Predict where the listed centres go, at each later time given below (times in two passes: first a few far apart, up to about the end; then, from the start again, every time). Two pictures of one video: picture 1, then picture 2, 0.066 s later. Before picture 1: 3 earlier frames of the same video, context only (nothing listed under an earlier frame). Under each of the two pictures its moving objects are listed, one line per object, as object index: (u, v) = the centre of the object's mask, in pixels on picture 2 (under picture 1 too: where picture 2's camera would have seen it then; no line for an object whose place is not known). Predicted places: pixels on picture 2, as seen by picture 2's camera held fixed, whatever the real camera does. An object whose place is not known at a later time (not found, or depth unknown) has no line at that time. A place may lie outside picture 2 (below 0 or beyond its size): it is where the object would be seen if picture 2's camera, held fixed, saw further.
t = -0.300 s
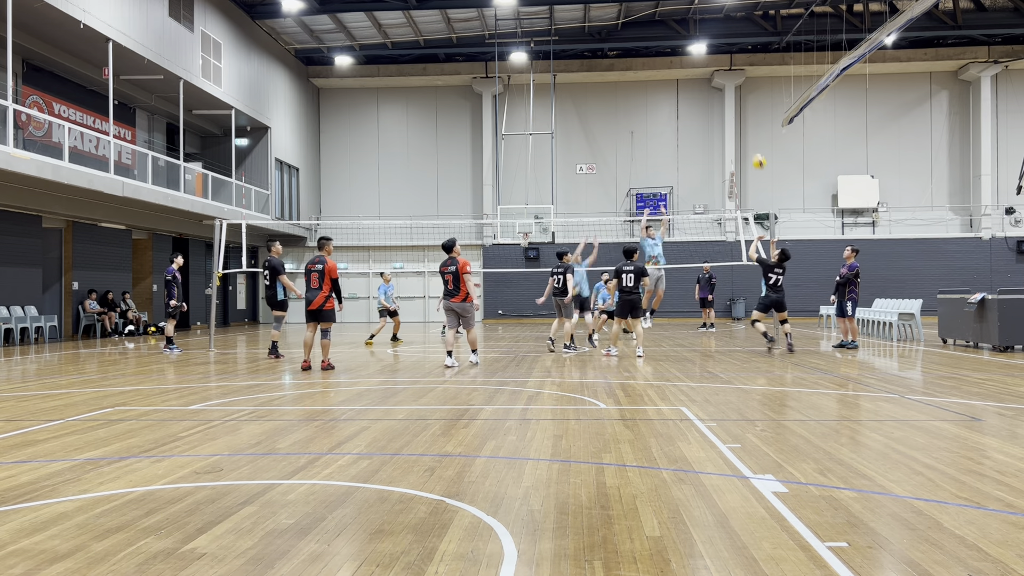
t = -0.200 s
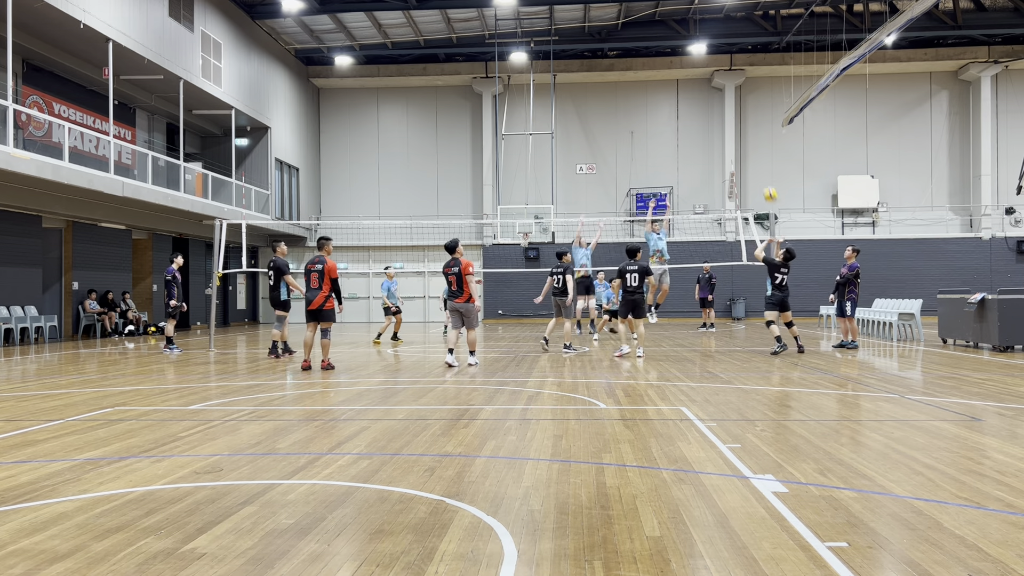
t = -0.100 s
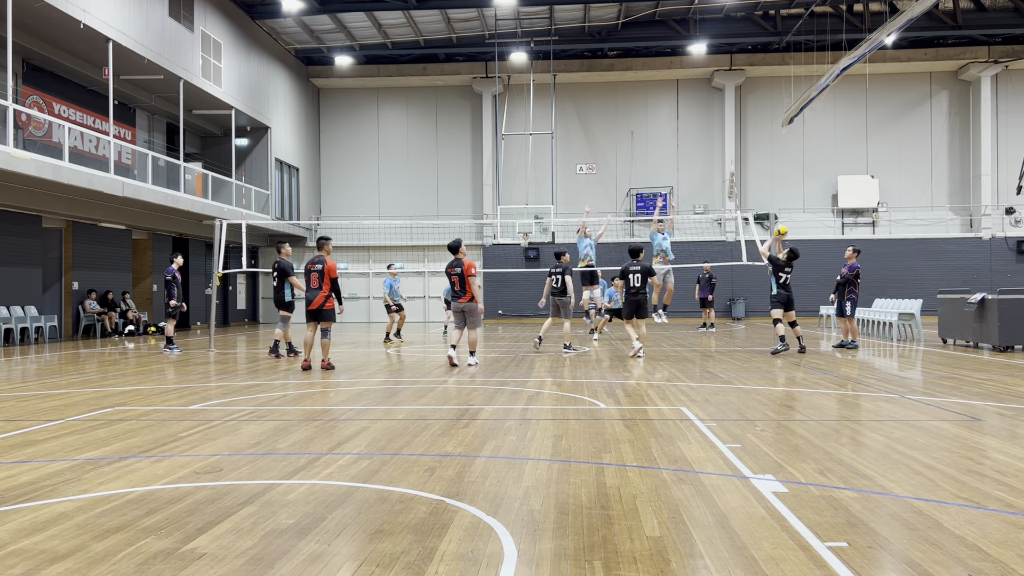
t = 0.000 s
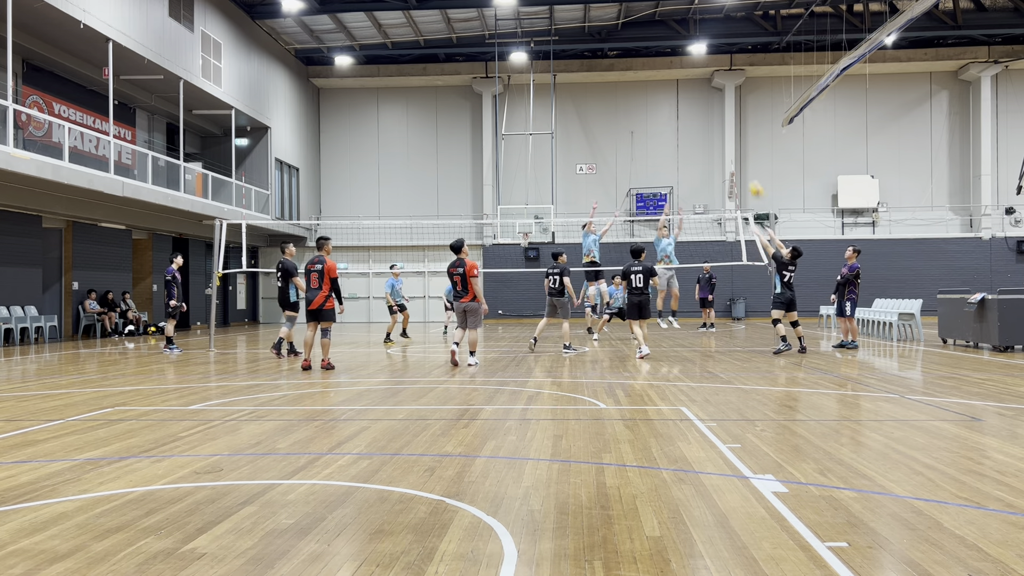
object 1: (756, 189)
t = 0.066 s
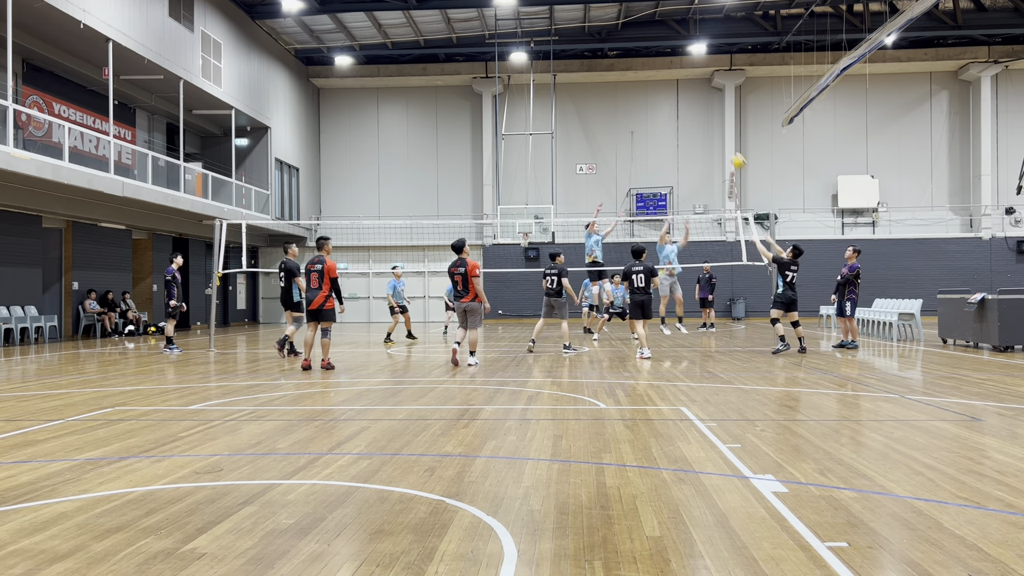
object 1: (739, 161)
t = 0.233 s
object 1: (698, 107)
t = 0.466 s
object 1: (648, 61)
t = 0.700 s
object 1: (604, 48)
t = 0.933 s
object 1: (564, 63)
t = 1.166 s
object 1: (526, 104)
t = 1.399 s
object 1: (493, 167)
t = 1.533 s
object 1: (475, 213)
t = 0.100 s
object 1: (730, 148)
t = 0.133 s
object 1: (722, 137)
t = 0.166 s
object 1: (714, 126)
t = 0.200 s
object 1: (706, 116)
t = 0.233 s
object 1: (698, 107)
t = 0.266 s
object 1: (690, 98)
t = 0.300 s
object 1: (683, 89)
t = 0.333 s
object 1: (675, 82)
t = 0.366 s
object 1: (669, 76)
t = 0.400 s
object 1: (662, 70)
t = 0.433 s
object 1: (655, 65)
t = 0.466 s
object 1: (648, 61)
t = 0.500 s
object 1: (642, 57)
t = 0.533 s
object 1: (635, 53)
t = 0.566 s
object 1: (629, 51)
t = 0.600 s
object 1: (623, 49)
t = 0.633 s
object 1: (616, 48)
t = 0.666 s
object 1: (610, 48)
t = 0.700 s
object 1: (604, 48)
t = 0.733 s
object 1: (598, 48)
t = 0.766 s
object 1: (592, 49)
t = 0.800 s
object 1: (586, 51)
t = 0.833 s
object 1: (580, 53)
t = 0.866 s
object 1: (575, 55)
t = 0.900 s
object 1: (569, 59)
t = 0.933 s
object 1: (564, 63)
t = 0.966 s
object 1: (558, 67)
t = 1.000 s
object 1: (553, 72)
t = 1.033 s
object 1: (548, 78)
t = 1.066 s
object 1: (542, 84)
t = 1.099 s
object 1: (537, 90)
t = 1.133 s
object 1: (532, 96)
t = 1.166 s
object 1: (526, 104)
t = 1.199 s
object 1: (522, 112)
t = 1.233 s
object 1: (517, 120)
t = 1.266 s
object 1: (511, 128)
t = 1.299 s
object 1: (507, 137)
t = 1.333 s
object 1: (502, 147)
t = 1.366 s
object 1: (497, 157)
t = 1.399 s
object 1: (493, 167)
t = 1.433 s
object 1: (488, 178)
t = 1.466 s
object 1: (483, 189)
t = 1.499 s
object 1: (479, 201)
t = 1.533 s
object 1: (475, 213)
